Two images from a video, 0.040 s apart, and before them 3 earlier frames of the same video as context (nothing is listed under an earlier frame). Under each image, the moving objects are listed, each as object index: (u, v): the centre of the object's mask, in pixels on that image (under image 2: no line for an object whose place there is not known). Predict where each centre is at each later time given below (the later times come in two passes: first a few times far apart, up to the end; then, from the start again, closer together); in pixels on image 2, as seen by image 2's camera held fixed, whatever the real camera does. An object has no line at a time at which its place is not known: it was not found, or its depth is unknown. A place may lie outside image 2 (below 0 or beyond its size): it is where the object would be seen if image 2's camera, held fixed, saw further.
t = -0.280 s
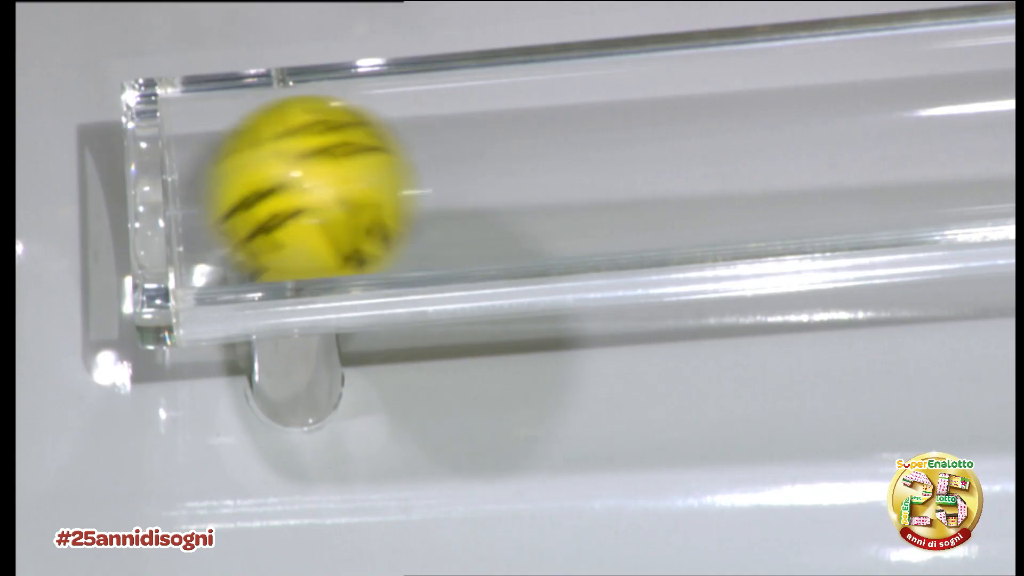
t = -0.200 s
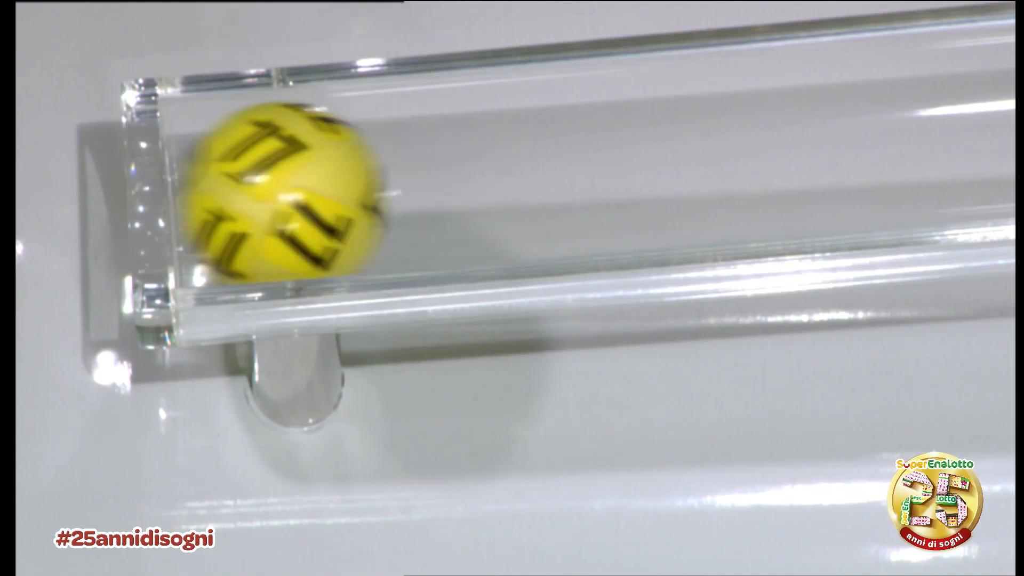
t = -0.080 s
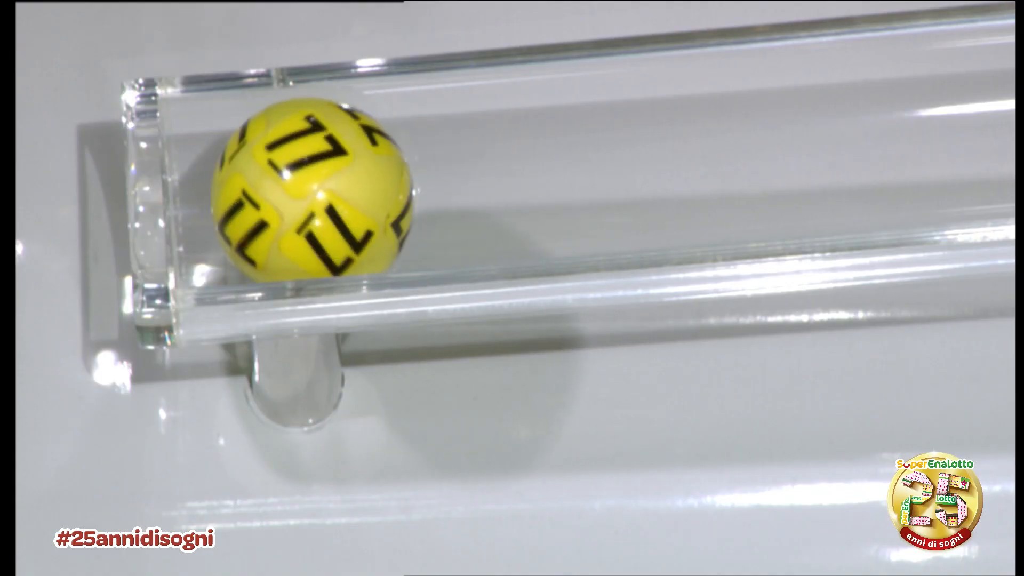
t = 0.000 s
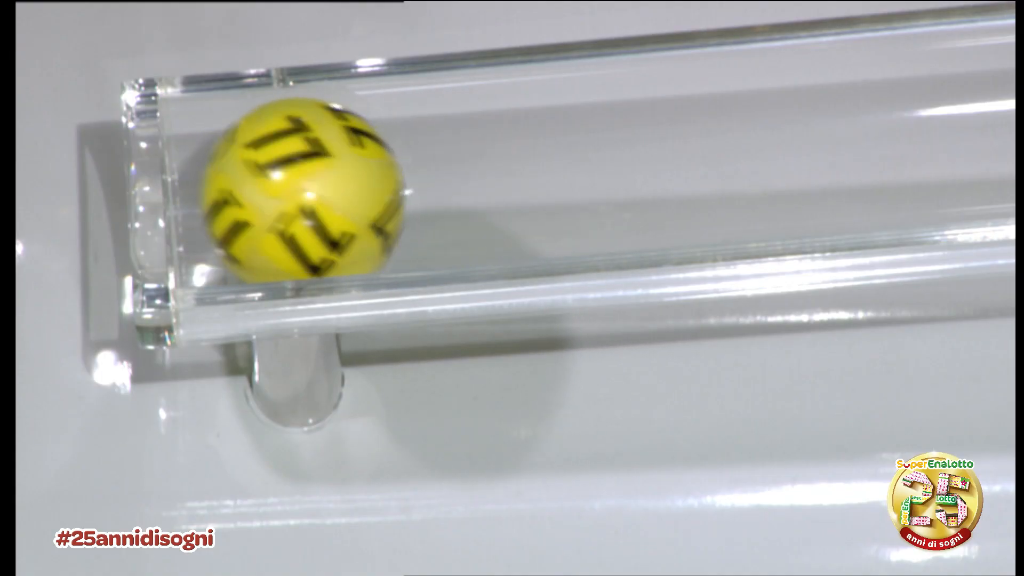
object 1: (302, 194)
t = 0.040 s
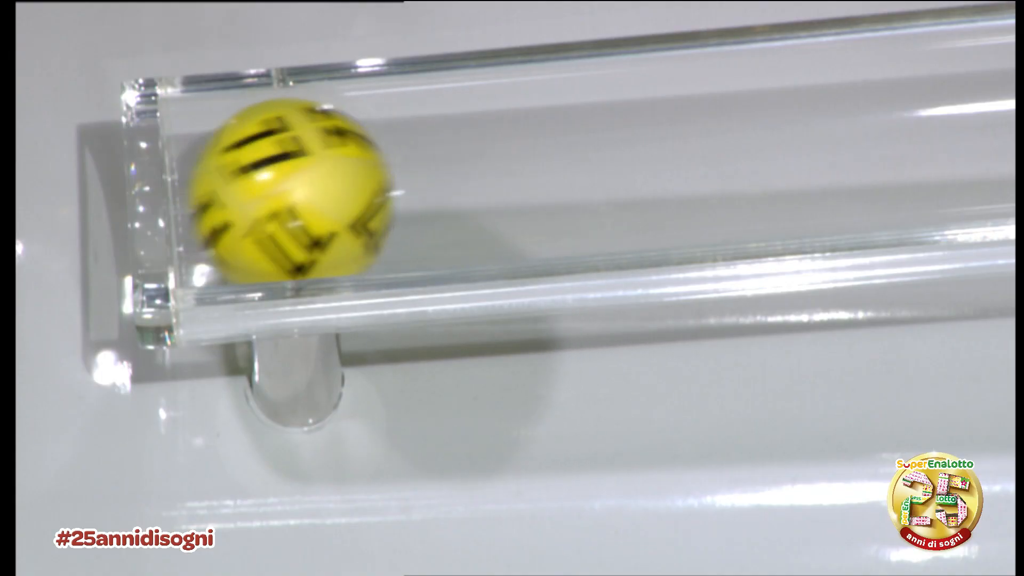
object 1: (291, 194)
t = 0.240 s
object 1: (275, 196)
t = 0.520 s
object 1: (268, 197)
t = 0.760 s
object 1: (268, 197)
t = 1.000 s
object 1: (268, 197)
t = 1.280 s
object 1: (268, 197)
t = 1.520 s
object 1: (268, 197)
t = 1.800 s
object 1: (268, 197)
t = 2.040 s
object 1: (268, 197)
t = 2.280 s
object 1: (268, 197)
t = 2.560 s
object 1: (268, 197)
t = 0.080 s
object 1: (274, 197)
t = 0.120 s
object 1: (275, 197)
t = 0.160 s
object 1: (279, 196)
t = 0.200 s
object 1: (278, 197)
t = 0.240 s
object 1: (275, 196)
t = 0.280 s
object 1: (269, 197)
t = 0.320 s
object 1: (270, 197)
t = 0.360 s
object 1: (269, 197)
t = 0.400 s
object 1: (268, 197)
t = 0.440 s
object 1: (268, 197)
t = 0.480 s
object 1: (268, 197)
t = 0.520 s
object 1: (268, 197)
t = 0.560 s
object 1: (268, 197)
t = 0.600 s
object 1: (268, 197)
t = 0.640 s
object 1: (268, 197)
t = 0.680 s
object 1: (268, 197)
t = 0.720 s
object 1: (268, 197)
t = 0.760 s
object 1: (268, 197)
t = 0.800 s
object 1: (268, 197)
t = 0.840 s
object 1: (268, 197)
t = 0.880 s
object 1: (268, 197)
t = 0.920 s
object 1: (268, 197)
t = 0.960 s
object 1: (268, 197)
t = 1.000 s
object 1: (268, 197)
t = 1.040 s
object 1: (268, 197)
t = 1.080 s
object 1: (268, 197)
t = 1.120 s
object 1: (268, 197)
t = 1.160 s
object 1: (268, 197)
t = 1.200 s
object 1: (268, 197)
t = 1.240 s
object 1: (268, 197)
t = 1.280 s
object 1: (268, 197)
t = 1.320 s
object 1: (268, 197)
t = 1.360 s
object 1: (268, 197)
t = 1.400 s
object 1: (268, 197)
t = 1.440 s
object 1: (268, 197)
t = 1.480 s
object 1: (268, 197)
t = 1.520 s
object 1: (268, 197)
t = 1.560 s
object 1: (268, 197)
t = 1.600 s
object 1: (268, 197)
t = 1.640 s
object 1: (268, 197)
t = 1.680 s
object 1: (268, 197)
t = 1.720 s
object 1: (268, 197)
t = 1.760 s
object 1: (268, 197)
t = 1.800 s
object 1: (268, 197)
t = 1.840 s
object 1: (268, 197)
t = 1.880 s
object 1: (268, 197)
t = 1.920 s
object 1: (268, 197)
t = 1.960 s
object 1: (268, 197)
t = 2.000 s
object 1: (268, 197)
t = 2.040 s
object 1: (268, 197)
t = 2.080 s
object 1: (268, 197)
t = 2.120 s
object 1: (268, 197)
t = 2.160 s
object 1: (268, 197)
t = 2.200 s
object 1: (268, 197)
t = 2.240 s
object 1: (268, 197)
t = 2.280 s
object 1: (268, 197)
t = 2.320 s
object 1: (268, 197)
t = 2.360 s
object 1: (268, 197)
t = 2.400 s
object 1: (268, 197)
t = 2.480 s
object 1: (268, 197)
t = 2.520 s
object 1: (268, 197)
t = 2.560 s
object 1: (268, 197)
